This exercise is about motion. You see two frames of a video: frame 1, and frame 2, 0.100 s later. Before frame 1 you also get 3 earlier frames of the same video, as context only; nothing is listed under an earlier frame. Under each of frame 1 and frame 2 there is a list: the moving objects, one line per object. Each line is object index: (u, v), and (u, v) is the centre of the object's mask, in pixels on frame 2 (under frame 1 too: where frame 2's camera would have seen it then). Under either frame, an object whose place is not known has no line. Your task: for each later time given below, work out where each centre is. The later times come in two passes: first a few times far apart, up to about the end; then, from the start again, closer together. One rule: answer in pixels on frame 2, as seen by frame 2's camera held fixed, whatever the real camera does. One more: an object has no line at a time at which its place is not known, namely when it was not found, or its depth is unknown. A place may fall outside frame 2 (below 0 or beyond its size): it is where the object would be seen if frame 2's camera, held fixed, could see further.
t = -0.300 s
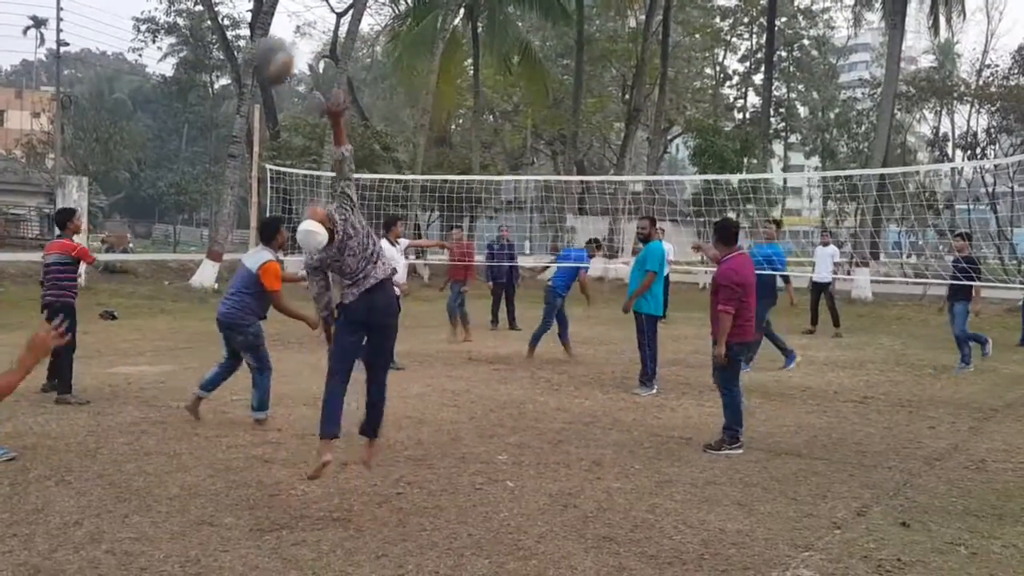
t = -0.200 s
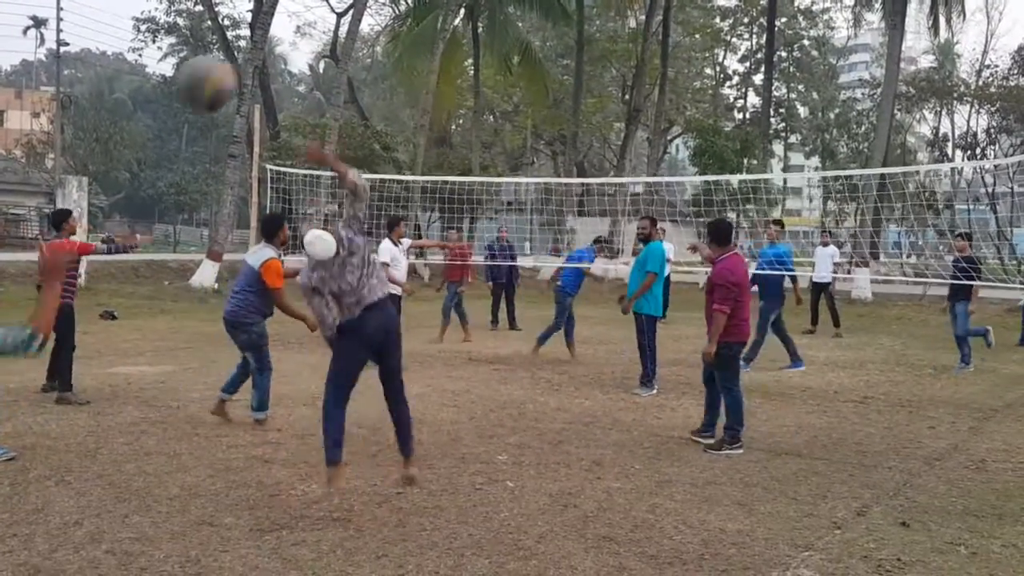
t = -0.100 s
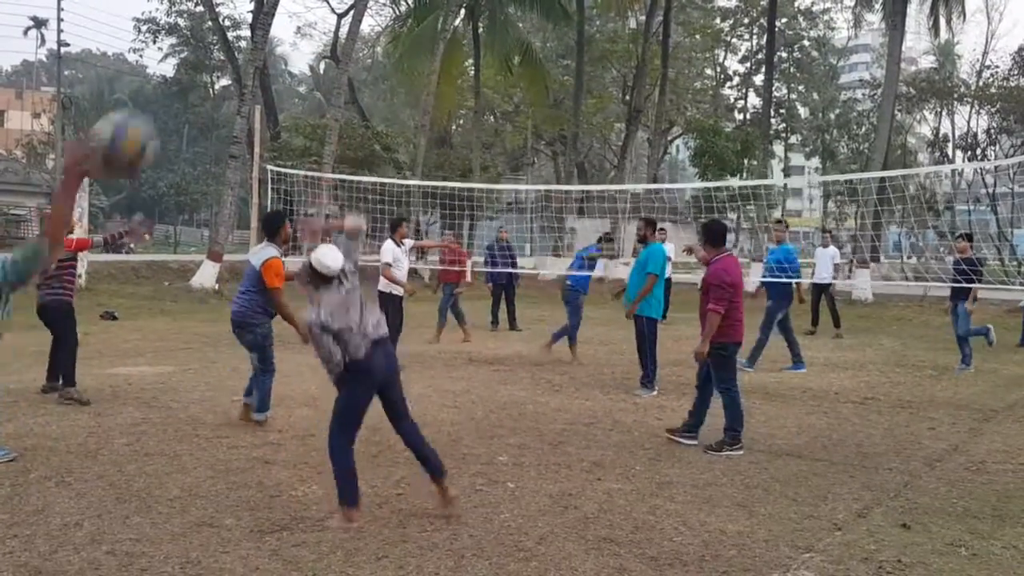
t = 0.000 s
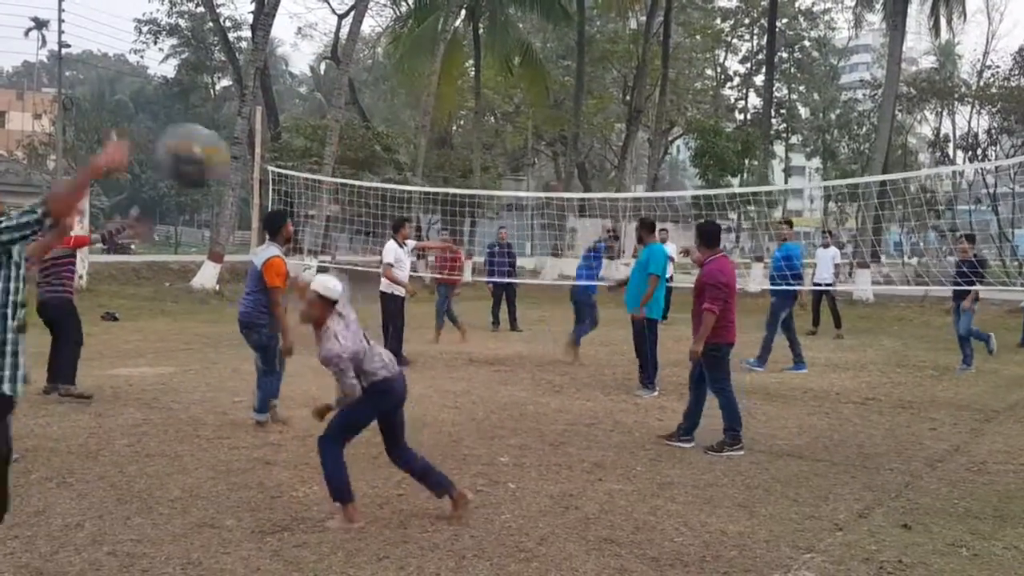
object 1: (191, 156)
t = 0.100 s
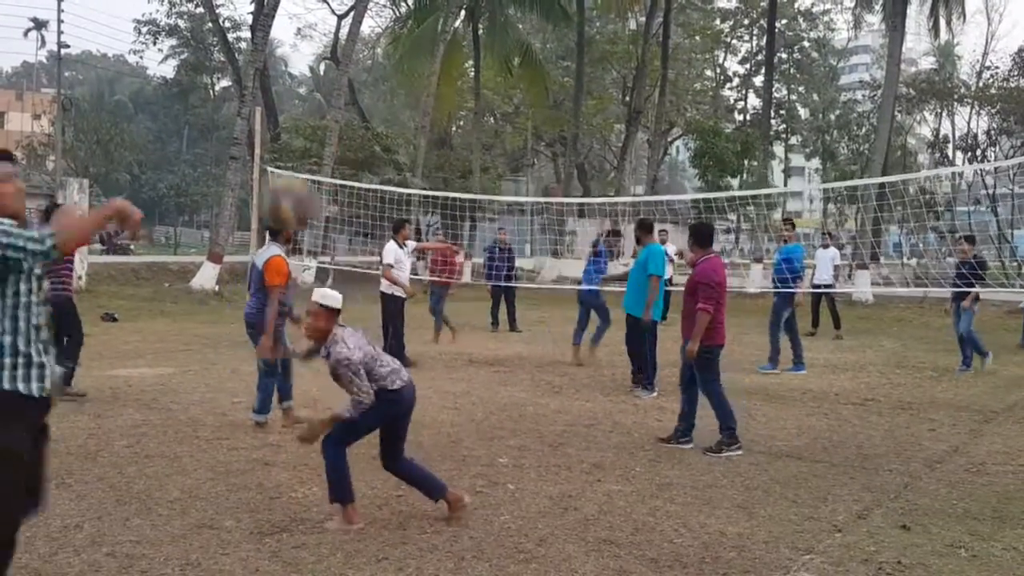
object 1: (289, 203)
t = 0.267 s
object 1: (415, 321)
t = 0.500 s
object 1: (560, 558)
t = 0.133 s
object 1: (316, 221)
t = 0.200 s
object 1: (369, 269)
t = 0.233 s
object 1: (392, 293)
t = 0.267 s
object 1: (415, 321)
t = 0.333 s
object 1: (461, 384)
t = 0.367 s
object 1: (485, 416)
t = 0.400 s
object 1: (504, 449)
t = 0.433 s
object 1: (525, 487)
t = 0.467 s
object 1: (543, 524)
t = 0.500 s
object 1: (560, 558)
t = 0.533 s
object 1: (571, 541)
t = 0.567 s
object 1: (583, 513)
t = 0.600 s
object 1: (595, 487)
